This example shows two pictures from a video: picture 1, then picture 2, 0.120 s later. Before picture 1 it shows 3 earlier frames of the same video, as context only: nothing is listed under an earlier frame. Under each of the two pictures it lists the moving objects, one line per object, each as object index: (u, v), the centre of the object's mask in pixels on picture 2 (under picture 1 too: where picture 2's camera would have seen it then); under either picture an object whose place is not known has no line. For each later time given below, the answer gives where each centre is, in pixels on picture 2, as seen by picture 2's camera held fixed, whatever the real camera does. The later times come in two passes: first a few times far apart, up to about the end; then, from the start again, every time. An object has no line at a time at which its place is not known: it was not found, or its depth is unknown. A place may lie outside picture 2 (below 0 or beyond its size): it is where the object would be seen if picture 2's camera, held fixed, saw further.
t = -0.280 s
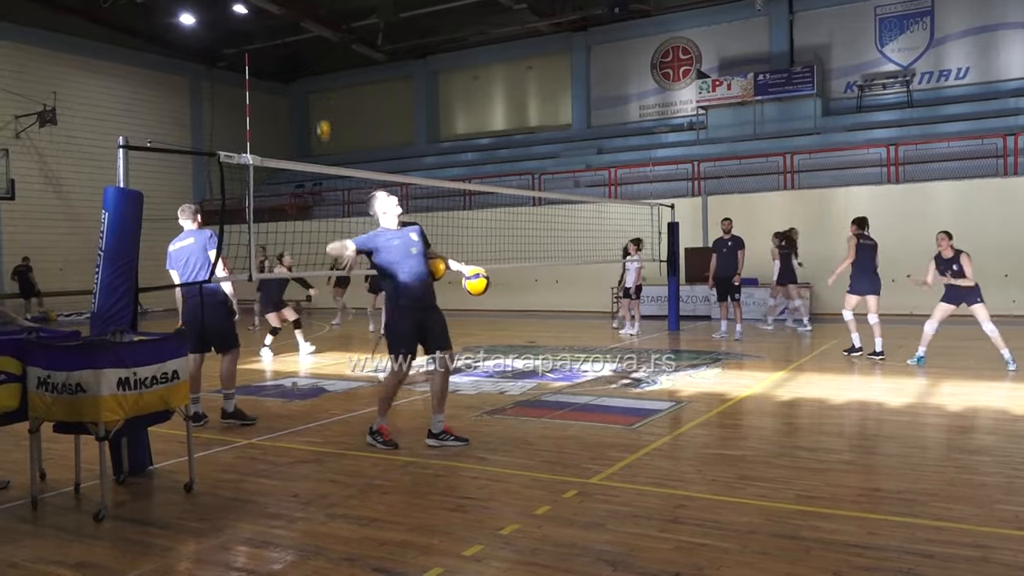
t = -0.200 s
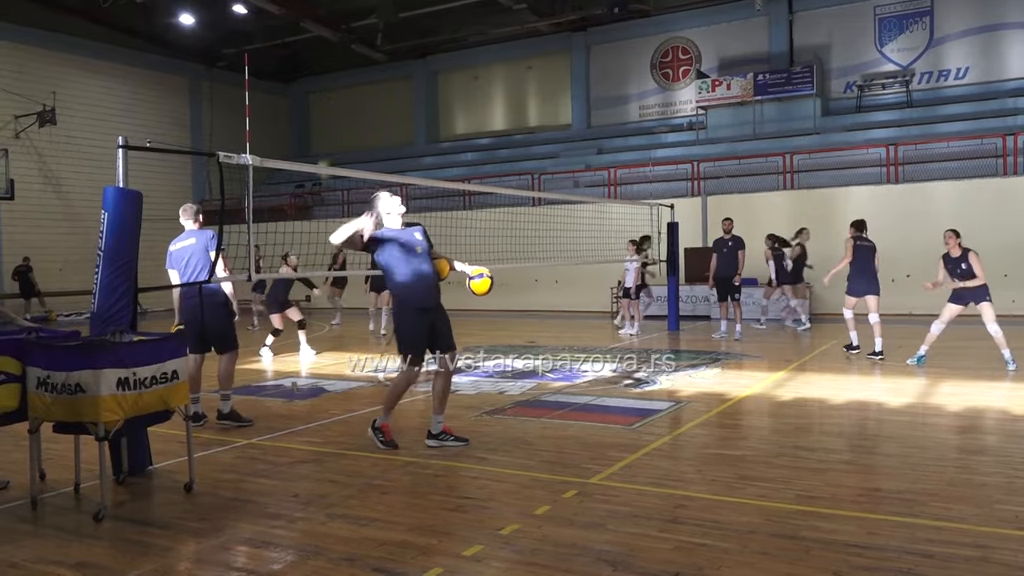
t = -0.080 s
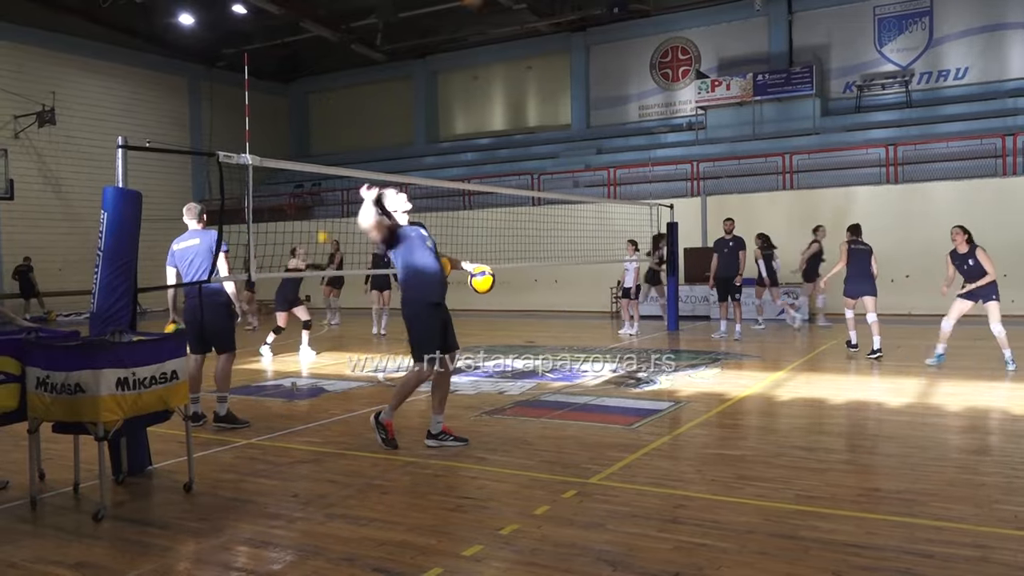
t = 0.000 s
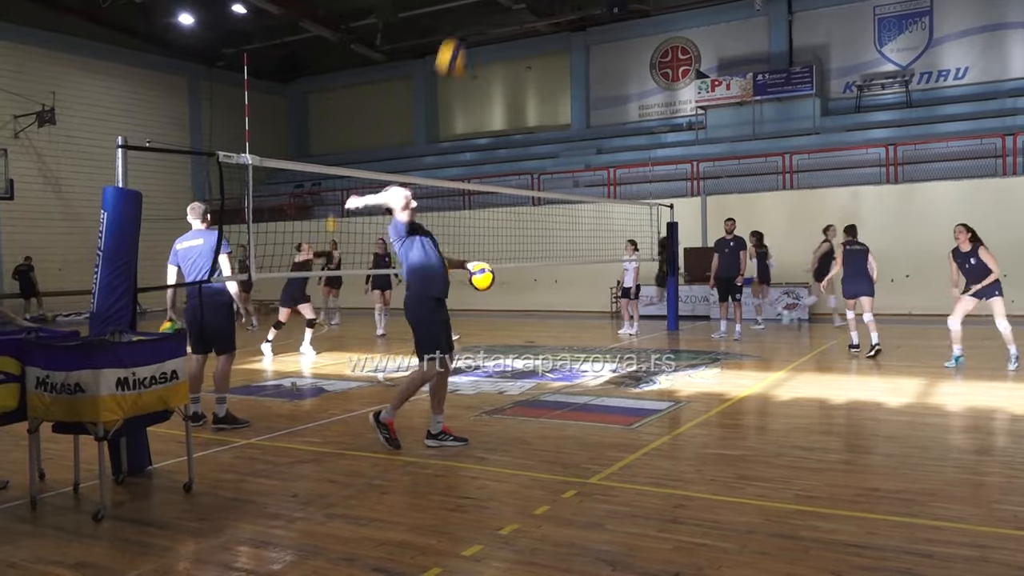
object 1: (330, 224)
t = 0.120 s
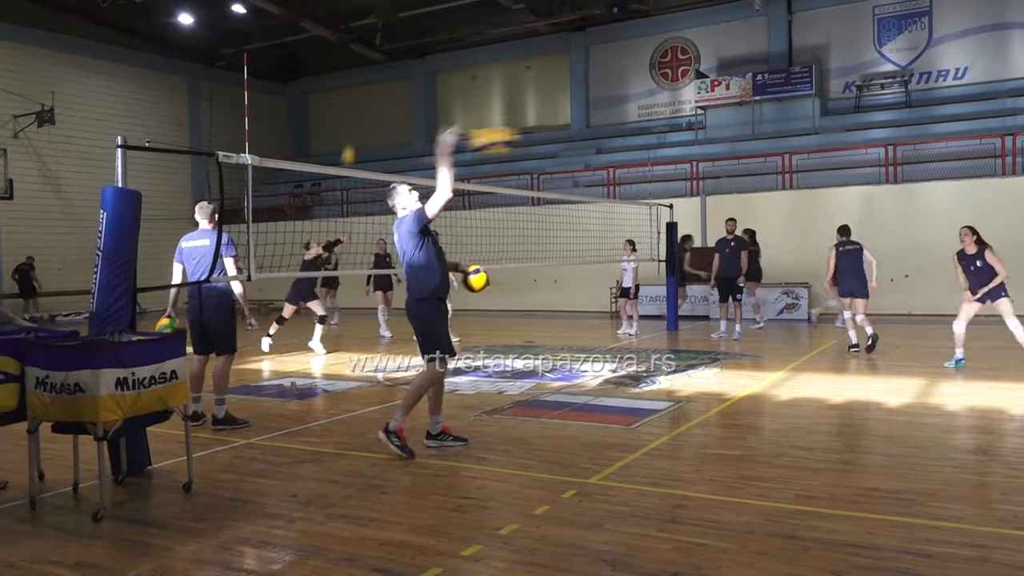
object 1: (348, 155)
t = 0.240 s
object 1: (365, 101)
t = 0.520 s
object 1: (404, 13)
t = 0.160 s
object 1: (353, 136)
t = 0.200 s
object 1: (359, 118)
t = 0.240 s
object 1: (365, 101)
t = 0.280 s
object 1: (370, 85)
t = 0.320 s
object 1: (376, 69)
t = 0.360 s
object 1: (381, 56)
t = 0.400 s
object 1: (387, 43)
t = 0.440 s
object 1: (393, 32)
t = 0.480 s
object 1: (398, 22)
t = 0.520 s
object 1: (404, 13)
